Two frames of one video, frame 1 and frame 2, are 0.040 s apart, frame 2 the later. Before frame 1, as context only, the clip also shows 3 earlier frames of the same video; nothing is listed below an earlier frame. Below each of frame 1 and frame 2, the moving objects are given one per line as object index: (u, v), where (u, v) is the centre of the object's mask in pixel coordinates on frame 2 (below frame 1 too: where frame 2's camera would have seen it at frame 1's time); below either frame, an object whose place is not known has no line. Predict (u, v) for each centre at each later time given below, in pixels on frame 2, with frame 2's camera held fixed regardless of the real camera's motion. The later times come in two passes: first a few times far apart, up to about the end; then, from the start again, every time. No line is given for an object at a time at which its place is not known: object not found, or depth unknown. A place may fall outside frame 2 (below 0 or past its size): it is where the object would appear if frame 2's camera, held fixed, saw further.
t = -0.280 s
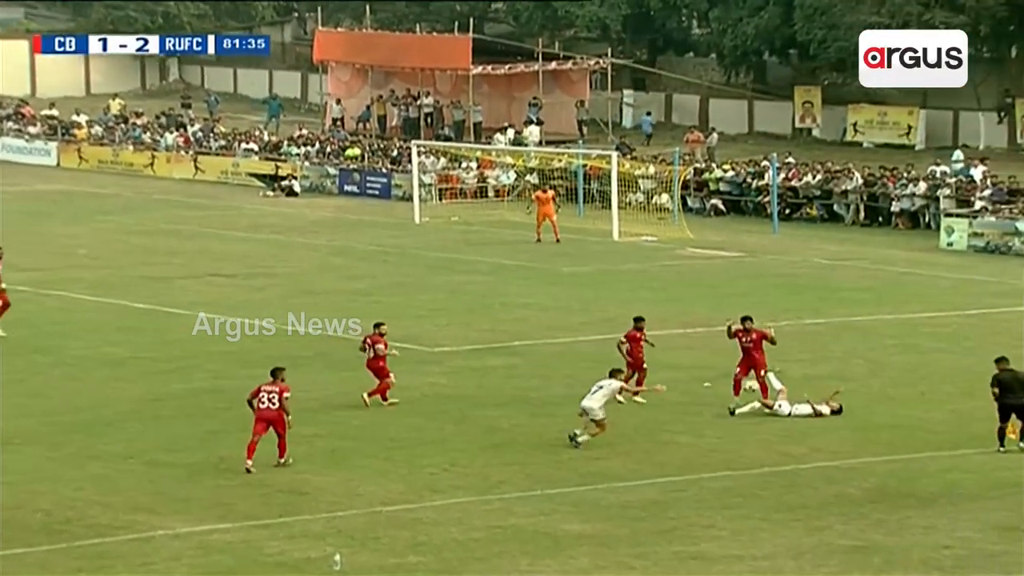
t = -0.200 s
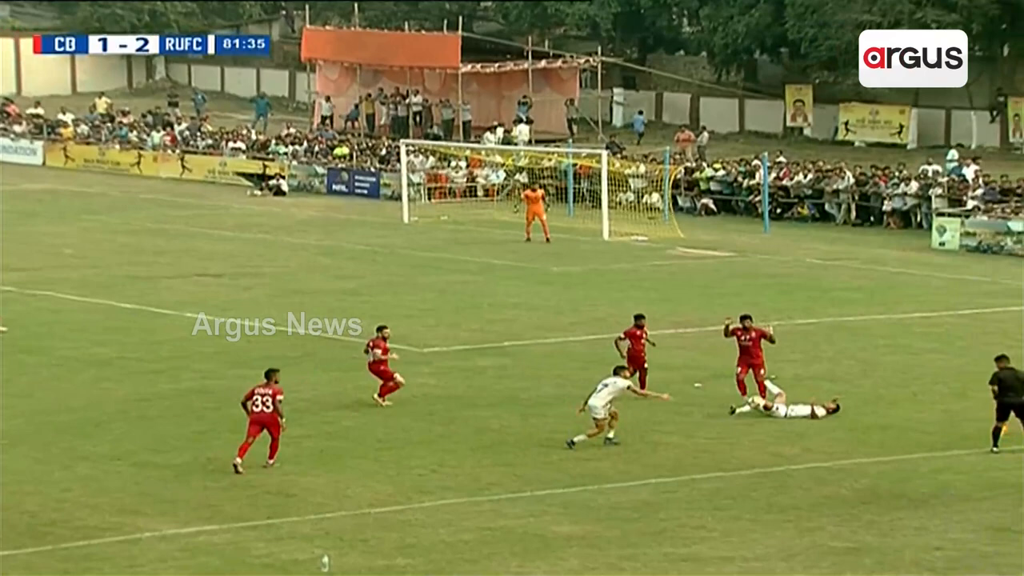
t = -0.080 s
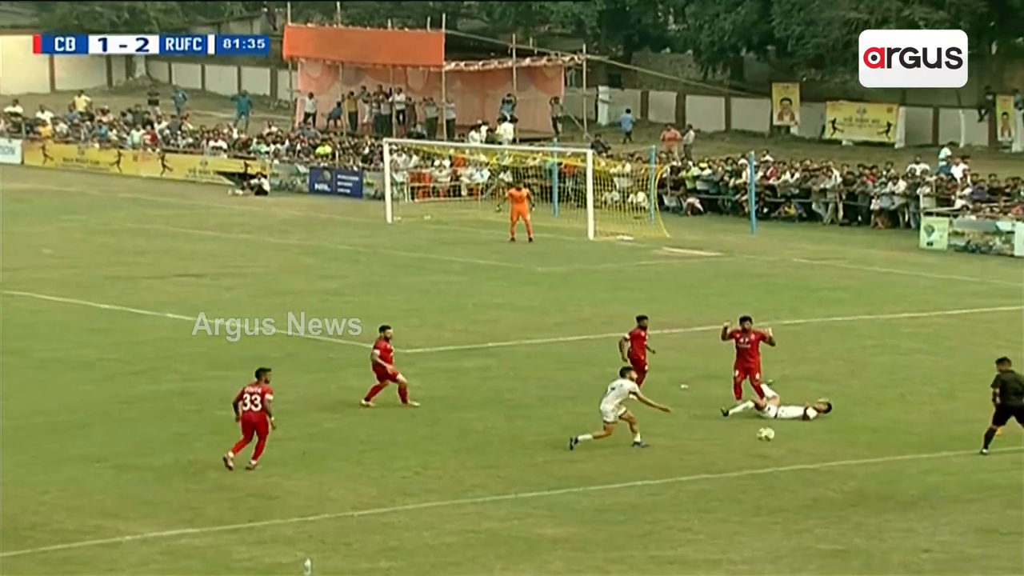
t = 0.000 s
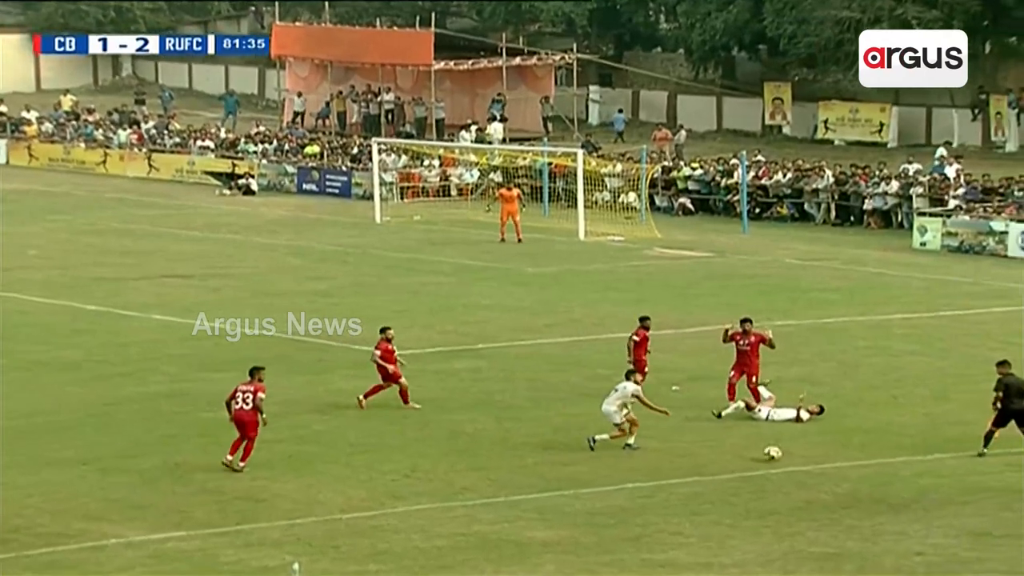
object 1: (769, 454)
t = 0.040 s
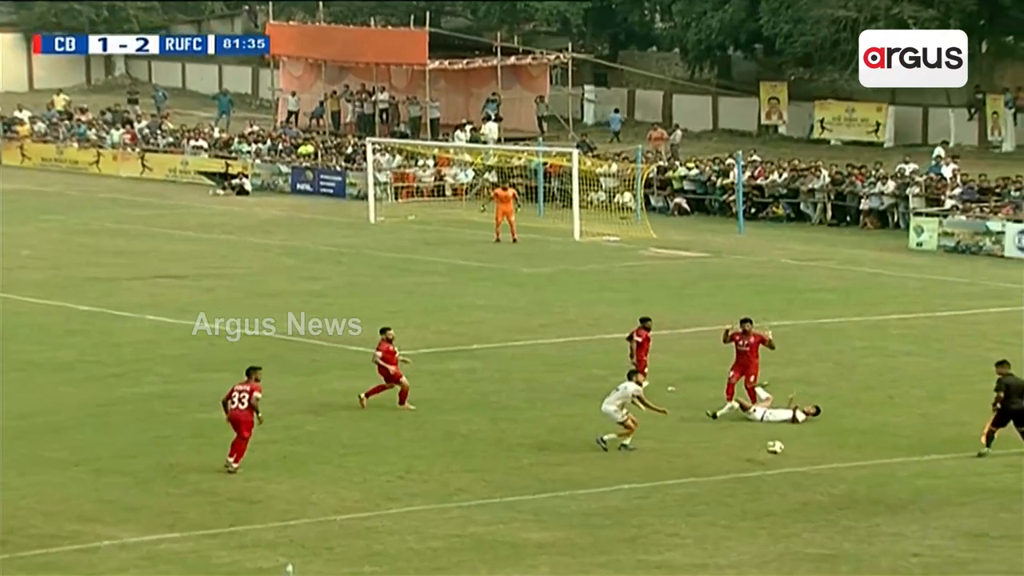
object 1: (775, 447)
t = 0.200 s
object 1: (800, 429)
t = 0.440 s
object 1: (840, 432)
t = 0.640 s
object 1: (873, 461)
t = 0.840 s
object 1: (908, 482)
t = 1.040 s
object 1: (942, 474)
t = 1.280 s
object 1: (985, 496)
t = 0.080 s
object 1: (781, 441)
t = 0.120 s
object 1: (788, 436)
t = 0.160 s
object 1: (794, 432)
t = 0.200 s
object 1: (800, 429)
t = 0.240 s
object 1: (807, 427)
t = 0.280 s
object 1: (814, 427)
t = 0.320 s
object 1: (820, 426)
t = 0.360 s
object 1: (826, 428)
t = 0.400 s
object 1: (834, 429)
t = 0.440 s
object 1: (840, 432)
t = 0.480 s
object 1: (847, 436)
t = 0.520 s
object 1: (853, 441)
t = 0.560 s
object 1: (861, 447)
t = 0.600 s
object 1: (867, 454)
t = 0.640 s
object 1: (873, 461)
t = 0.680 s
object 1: (880, 470)
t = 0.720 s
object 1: (888, 479)
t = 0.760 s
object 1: (894, 491)
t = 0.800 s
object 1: (900, 487)
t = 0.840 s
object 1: (908, 482)
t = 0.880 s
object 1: (914, 479)
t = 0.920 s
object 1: (921, 476)
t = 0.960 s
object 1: (929, 474)
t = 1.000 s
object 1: (936, 474)
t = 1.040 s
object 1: (942, 474)
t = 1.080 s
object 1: (950, 475)
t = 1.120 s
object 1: (956, 477)
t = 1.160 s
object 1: (964, 480)
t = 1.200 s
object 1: (970, 484)
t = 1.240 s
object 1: (978, 490)
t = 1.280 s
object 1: (985, 496)
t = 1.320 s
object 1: (992, 503)
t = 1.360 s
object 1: (999, 511)
